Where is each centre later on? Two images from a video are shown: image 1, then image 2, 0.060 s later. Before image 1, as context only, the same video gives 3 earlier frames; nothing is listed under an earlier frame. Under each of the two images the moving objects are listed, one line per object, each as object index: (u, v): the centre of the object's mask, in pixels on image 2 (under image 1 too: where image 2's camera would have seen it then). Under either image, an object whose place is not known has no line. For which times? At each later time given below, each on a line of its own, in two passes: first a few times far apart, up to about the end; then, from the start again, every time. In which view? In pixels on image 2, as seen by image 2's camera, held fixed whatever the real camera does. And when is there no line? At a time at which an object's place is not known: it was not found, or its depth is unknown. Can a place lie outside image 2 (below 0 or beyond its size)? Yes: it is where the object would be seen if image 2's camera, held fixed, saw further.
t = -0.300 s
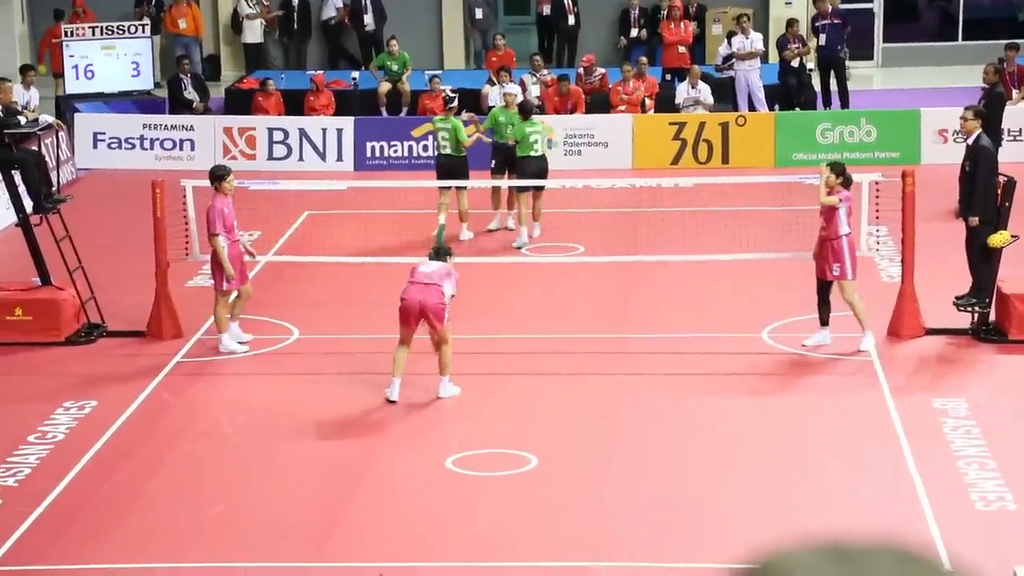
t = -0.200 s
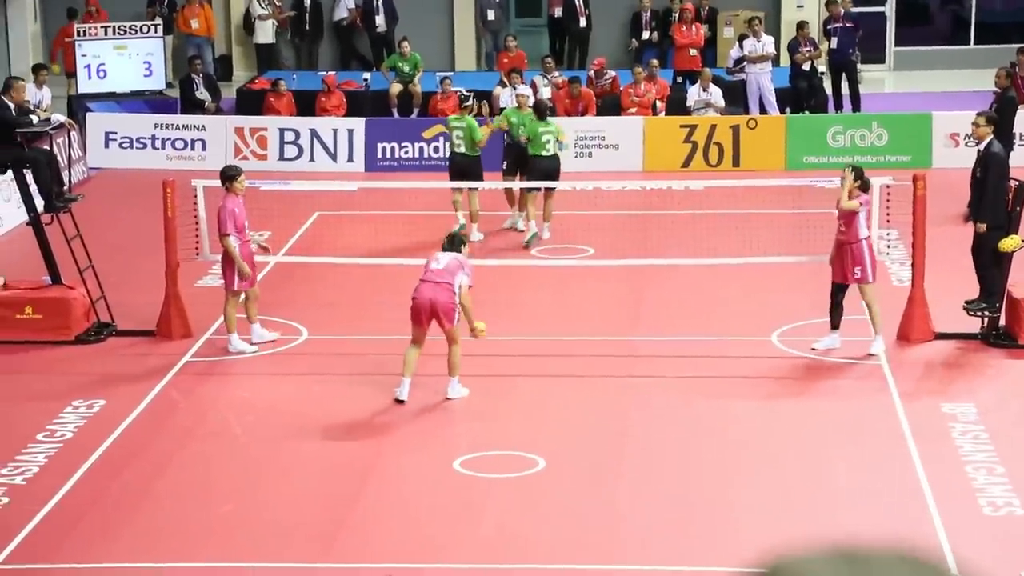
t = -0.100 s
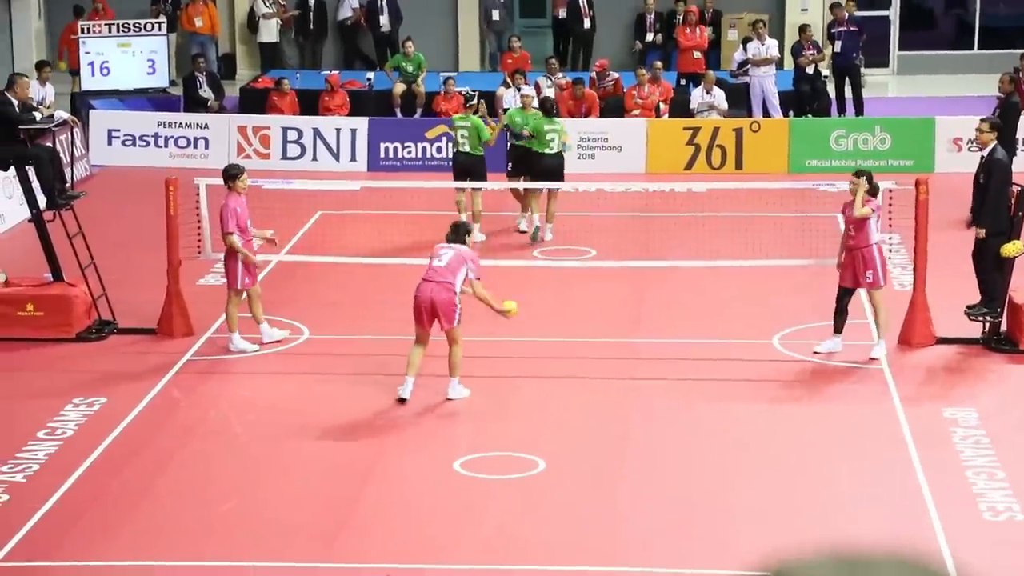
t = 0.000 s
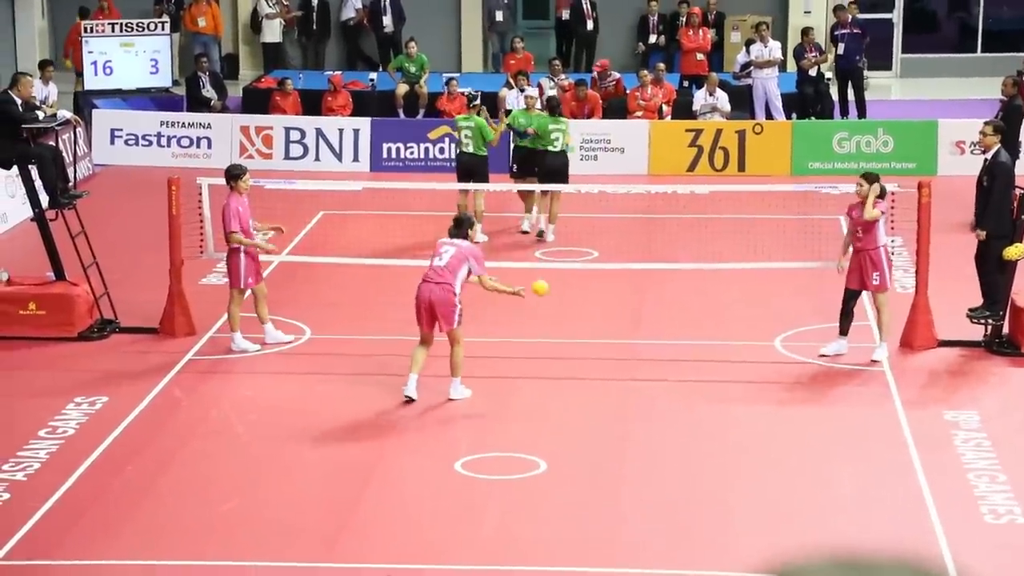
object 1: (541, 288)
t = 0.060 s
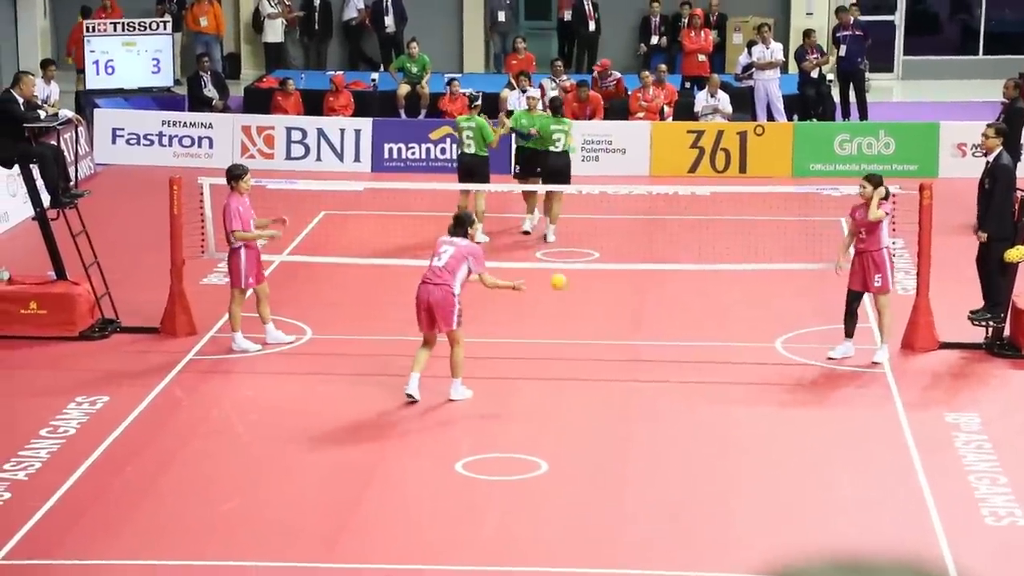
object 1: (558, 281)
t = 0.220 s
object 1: (602, 281)
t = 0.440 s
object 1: (664, 330)
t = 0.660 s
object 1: (706, 334)
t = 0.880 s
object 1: (734, 314)
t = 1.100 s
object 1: (760, 348)
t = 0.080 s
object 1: (564, 280)
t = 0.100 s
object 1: (569, 278)
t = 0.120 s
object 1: (575, 278)
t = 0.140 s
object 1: (581, 278)
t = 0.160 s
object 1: (587, 278)
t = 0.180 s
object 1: (592, 279)
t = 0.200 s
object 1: (597, 280)
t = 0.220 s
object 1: (602, 281)
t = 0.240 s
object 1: (609, 284)
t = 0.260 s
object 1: (615, 286)
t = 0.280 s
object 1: (621, 290)
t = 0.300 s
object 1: (626, 294)
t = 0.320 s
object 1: (632, 297)
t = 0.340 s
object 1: (637, 302)
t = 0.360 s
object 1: (642, 307)
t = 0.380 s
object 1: (647, 312)
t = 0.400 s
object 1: (654, 318)
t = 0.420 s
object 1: (658, 324)
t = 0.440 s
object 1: (664, 330)
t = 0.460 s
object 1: (670, 337)
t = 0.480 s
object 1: (675, 345)
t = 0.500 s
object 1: (681, 352)
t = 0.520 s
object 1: (686, 361)
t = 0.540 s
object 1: (689, 369)
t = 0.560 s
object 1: (693, 361)
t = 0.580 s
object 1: (696, 355)
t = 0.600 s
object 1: (698, 349)
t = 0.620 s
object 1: (700, 343)
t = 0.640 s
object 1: (703, 339)
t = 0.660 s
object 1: (706, 334)
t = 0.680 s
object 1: (708, 330)
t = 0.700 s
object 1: (711, 327)
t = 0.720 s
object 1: (714, 324)
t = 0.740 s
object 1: (716, 321)
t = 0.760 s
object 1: (718, 318)
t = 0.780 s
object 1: (722, 317)
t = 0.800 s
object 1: (724, 315)
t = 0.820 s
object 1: (726, 315)
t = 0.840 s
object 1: (729, 314)
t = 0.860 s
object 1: (731, 314)
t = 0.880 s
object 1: (734, 314)
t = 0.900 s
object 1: (736, 315)
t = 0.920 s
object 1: (739, 316)
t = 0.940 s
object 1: (741, 319)
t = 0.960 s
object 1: (744, 320)
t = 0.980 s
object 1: (745, 323)
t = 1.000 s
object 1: (748, 326)
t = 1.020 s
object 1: (751, 329)
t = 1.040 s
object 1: (753, 333)
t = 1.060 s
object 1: (756, 338)
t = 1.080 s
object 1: (758, 343)
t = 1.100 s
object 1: (760, 348)
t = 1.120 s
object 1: (762, 353)
